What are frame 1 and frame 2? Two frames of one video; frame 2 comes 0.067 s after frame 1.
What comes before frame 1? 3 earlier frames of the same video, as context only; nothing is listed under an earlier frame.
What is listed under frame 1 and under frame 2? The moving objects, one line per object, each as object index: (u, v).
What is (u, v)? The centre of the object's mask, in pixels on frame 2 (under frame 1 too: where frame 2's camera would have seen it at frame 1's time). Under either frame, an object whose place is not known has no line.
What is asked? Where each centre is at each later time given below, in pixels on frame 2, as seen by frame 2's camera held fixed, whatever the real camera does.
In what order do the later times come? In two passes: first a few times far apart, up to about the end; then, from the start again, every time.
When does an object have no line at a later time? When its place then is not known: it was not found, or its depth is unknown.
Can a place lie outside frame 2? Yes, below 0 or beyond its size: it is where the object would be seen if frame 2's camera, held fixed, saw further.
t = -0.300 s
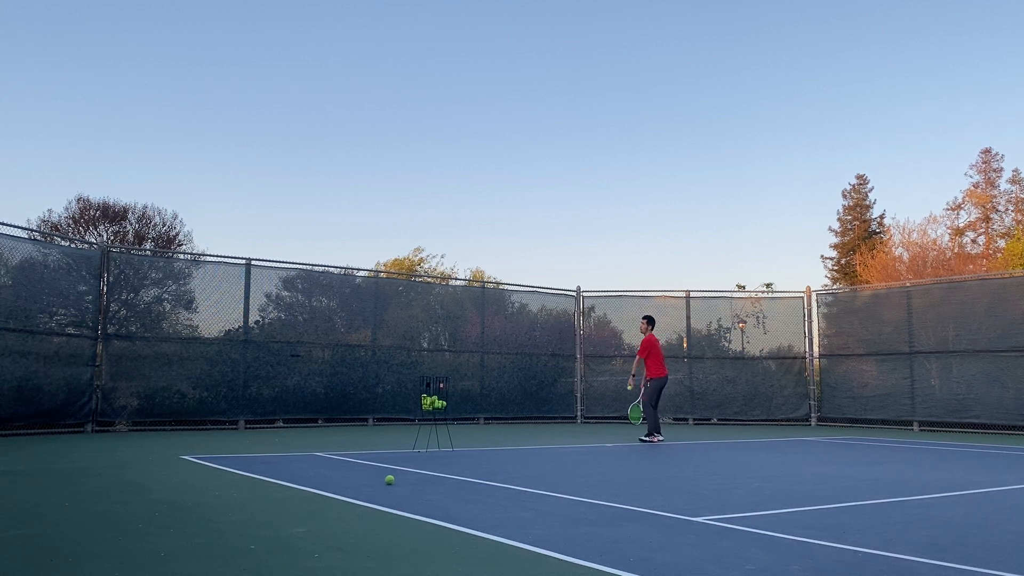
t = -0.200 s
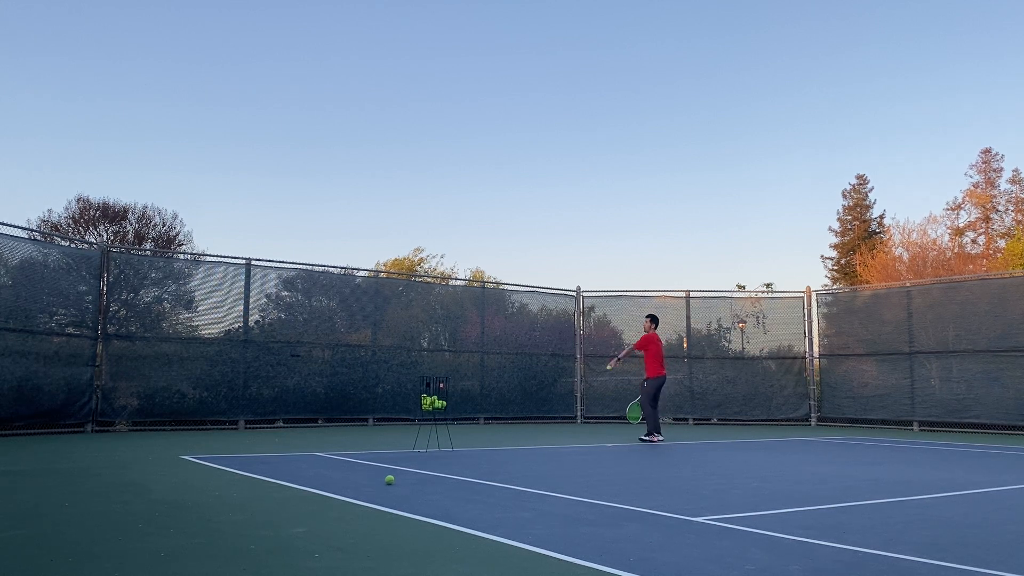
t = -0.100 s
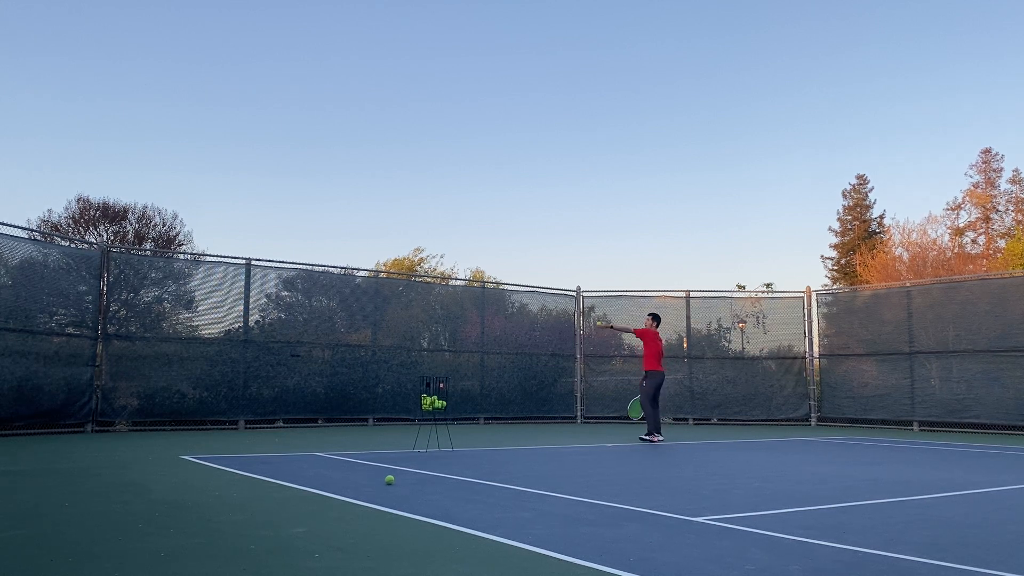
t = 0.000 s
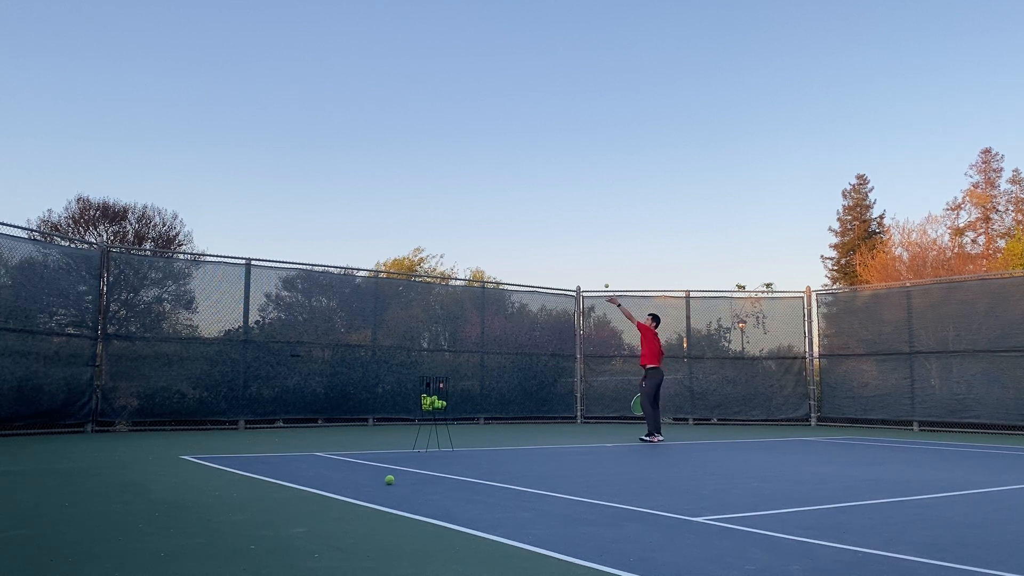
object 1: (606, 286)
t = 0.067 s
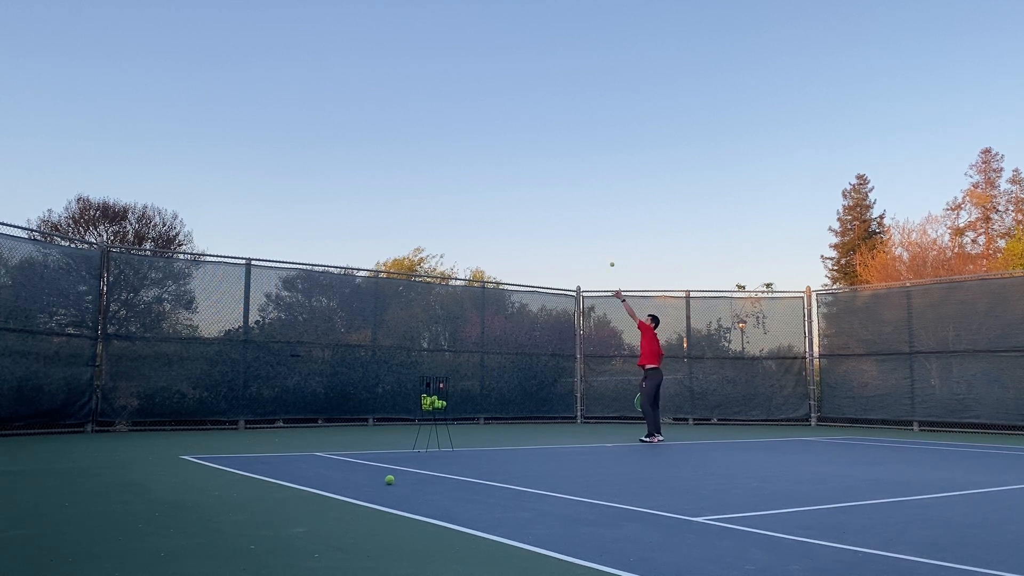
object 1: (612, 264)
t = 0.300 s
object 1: (631, 214)
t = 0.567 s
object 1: (654, 200)
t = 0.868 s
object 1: (680, 240)
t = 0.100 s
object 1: (614, 255)
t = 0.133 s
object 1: (617, 246)
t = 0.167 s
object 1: (620, 238)
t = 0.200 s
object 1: (623, 231)
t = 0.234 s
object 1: (625, 225)
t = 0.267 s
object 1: (628, 218)
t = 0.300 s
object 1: (631, 214)
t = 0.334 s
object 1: (634, 209)
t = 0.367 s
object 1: (636, 206)
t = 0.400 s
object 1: (639, 203)
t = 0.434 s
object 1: (642, 201)
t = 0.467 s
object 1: (645, 200)
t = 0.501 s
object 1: (648, 199)
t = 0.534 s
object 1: (651, 199)
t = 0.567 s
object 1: (654, 200)
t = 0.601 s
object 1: (657, 201)
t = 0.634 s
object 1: (660, 204)
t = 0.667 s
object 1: (662, 207)
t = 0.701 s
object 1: (665, 210)
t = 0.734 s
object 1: (668, 215)
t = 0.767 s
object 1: (671, 220)
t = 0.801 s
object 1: (674, 226)
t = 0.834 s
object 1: (677, 233)
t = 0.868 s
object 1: (680, 240)
